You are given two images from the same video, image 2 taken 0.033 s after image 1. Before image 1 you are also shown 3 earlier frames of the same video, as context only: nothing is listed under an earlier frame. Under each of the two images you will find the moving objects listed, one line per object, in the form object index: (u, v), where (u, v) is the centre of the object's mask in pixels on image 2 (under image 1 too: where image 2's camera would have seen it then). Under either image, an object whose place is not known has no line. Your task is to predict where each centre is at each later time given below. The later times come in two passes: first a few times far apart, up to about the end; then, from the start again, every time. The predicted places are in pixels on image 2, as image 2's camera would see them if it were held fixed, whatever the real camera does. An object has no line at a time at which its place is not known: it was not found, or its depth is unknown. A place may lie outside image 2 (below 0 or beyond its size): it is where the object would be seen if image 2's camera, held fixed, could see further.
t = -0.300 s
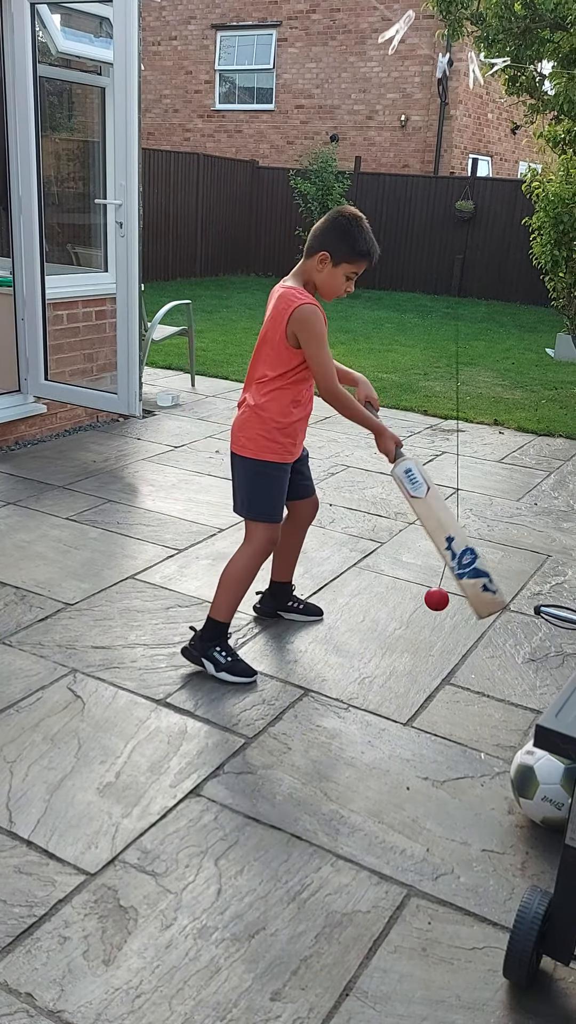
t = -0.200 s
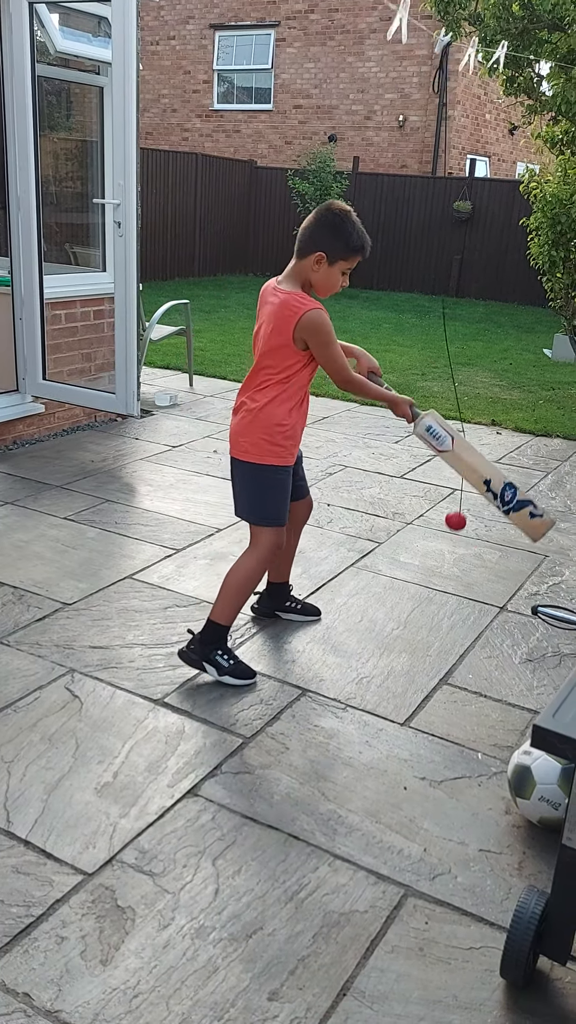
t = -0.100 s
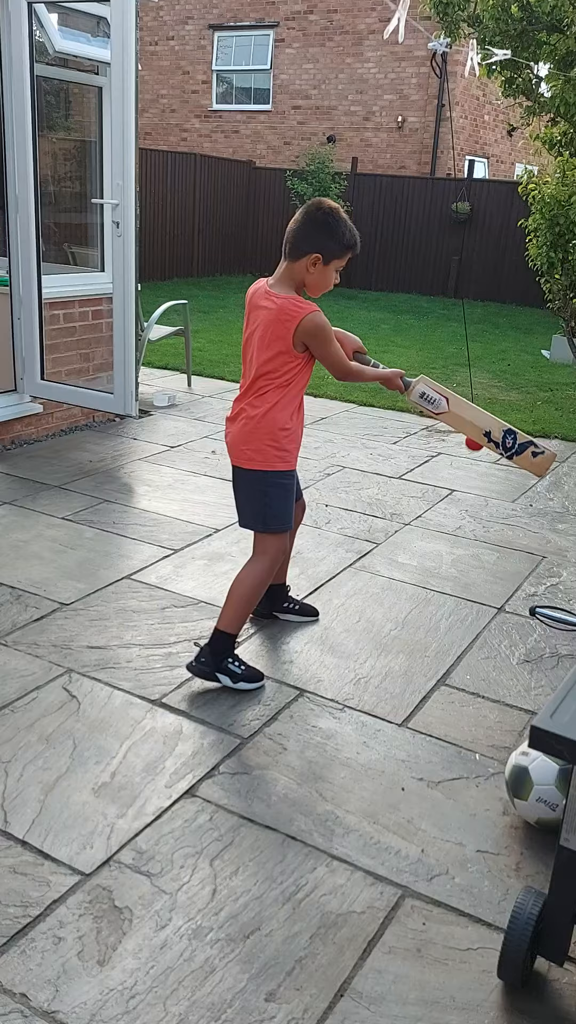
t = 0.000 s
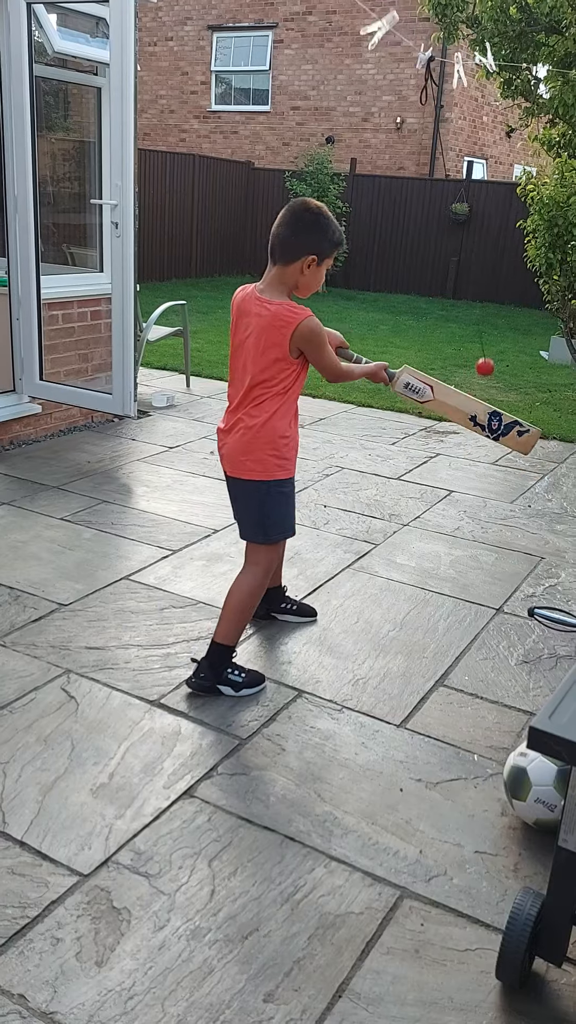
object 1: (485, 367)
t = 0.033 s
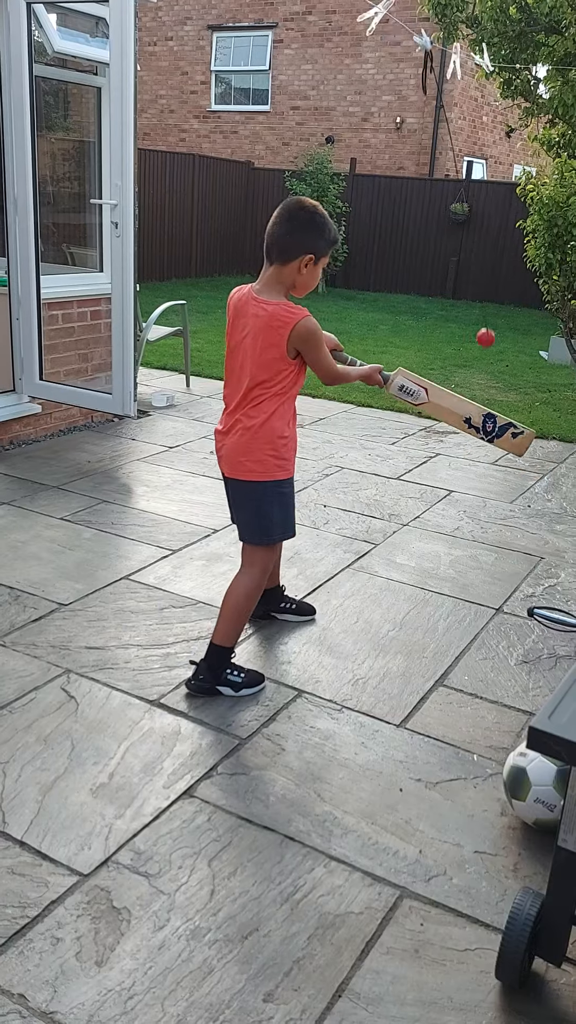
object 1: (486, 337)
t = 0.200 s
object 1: (482, 221)
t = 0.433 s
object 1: (454, 174)
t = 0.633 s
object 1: (412, 240)
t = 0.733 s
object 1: (387, 306)
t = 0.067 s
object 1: (486, 309)
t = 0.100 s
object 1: (485, 283)
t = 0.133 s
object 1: (485, 259)
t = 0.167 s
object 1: (484, 239)
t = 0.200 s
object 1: (482, 221)
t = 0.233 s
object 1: (480, 206)
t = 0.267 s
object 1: (477, 194)
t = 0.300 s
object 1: (474, 185)
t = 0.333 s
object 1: (470, 179)
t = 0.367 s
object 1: (465, 174)
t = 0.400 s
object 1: (461, 173)
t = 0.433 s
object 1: (454, 174)
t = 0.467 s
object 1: (448, 178)
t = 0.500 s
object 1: (441, 185)
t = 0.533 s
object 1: (434, 194)
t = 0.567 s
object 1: (427, 207)
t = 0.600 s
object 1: (420, 222)
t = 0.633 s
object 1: (412, 240)
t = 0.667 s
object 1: (404, 261)
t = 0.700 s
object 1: (396, 283)
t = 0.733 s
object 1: (387, 306)
